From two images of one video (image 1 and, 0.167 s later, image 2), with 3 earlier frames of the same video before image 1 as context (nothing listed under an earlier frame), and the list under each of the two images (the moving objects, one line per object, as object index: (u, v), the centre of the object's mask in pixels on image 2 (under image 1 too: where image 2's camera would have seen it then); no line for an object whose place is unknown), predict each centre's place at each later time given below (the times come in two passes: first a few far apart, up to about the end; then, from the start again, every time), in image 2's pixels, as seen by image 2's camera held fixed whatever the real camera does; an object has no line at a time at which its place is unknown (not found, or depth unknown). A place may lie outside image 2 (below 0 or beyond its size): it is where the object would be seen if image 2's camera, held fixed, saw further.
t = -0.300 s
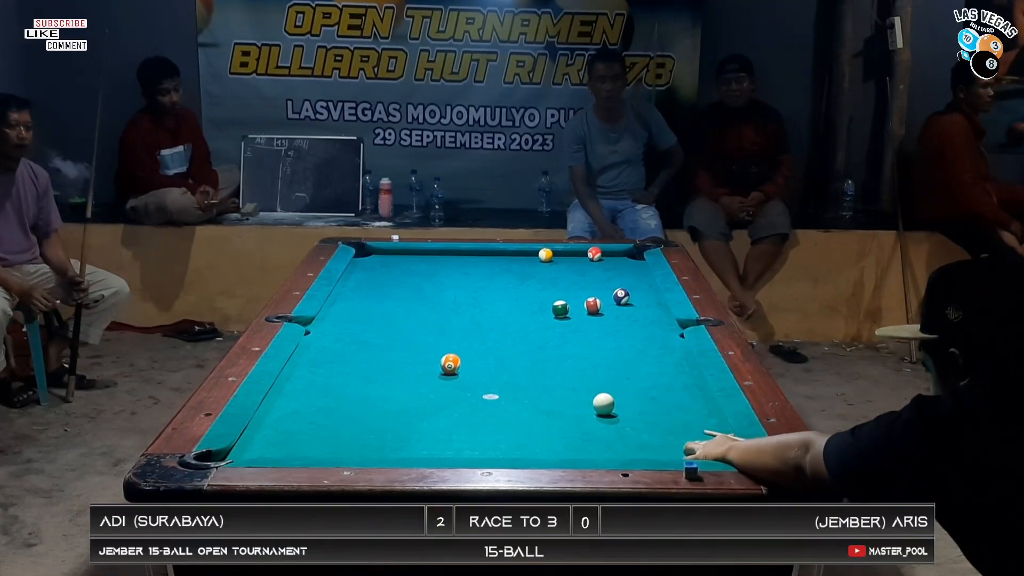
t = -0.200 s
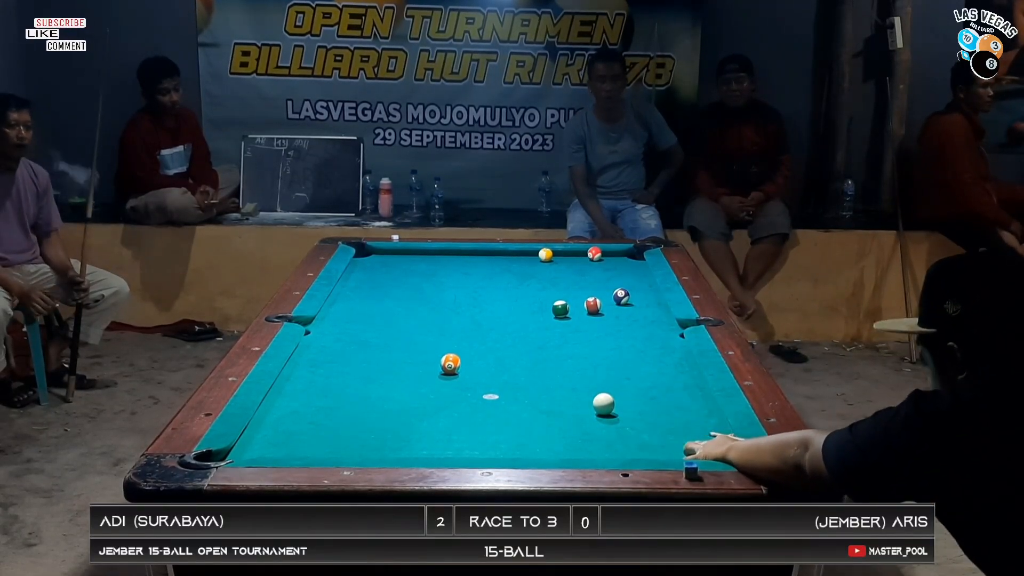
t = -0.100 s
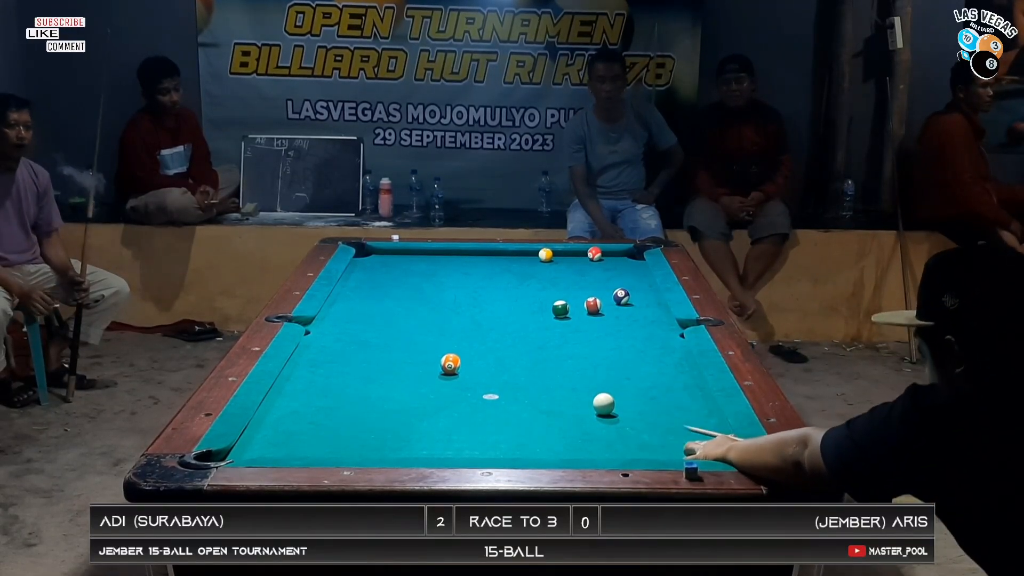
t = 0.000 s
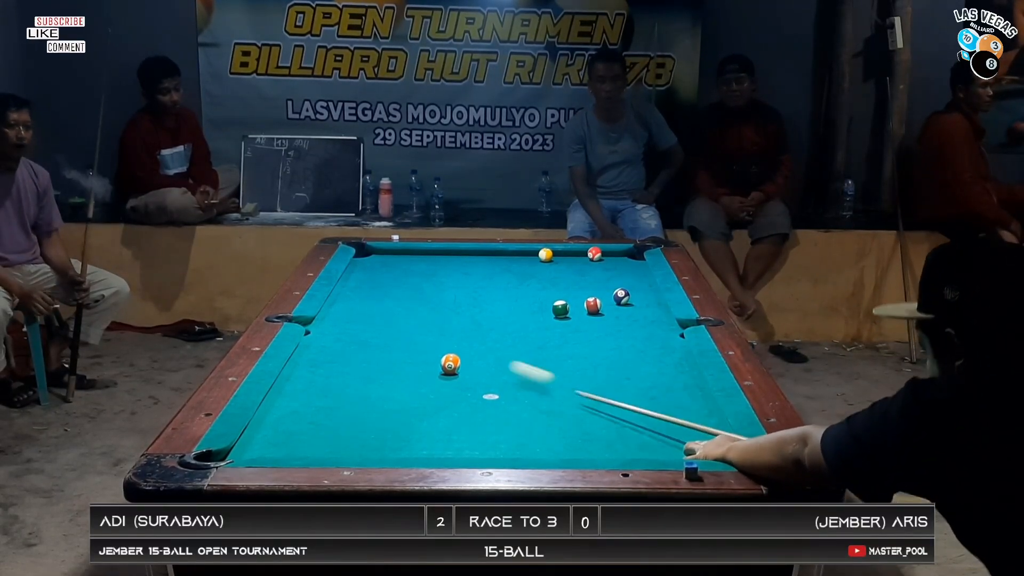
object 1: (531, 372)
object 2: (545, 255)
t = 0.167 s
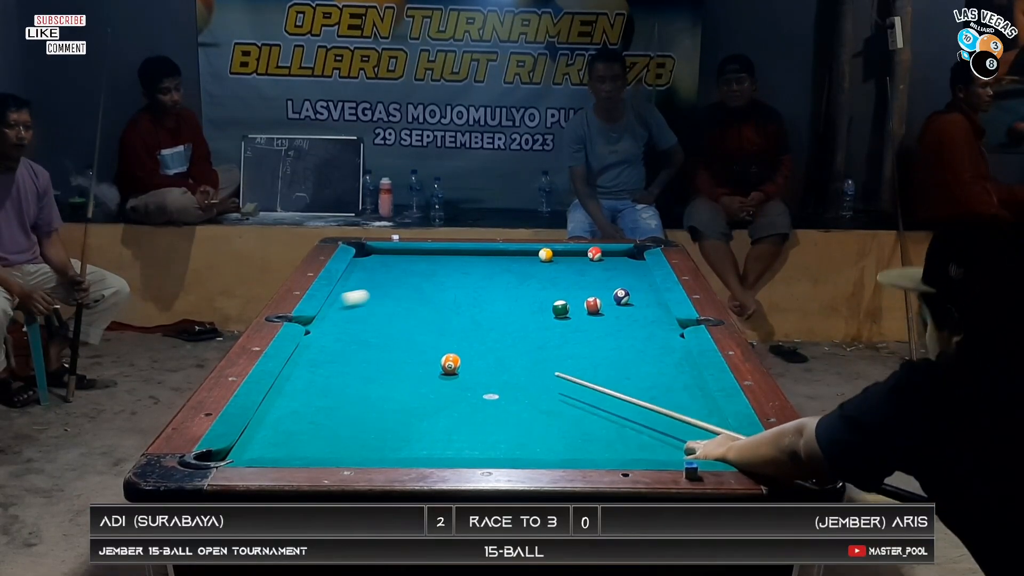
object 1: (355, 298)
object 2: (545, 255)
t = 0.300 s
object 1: (465, 274)
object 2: (545, 255)
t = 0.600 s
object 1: (626, 258)
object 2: (539, 259)
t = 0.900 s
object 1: (533, 269)
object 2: (529, 277)
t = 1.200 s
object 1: (436, 286)
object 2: (519, 295)
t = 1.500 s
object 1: (334, 301)
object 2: (508, 315)
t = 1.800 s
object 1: (378, 308)
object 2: (497, 337)
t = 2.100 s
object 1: (420, 314)
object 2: (485, 361)
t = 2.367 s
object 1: (455, 319)
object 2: (473, 384)
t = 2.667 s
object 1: (492, 325)
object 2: (459, 411)
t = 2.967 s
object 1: (526, 331)
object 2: (446, 440)
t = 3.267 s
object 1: (557, 336)
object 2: (434, 448)
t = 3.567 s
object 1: (585, 340)
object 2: (430, 432)
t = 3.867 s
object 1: (609, 344)
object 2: (427, 417)
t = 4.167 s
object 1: (630, 348)
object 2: (423, 406)
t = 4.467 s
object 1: (646, 350)
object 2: (420, 396)
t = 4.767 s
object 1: (658, 352)
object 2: (417, 388)
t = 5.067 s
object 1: (666, 353)
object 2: (415, 383)
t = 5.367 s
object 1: (669, 354)
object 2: (414, 380)
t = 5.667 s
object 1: (670, 354)
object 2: (415, 378)
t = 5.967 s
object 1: (670, 354)
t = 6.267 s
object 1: (670, 354)
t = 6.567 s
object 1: (670, 354)
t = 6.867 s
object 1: (670, 354)
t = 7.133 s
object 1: (670, 354)
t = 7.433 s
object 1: (670, 354)
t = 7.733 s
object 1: (670, 354)
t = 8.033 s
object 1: (670, 354)
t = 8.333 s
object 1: (670, 354)
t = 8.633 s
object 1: (670, 354)
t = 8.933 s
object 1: (670, 354)
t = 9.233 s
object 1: (670, 354)
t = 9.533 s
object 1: (670, 354)
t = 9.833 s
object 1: (670, 354)
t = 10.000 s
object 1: (670, 354)
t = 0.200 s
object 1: (386, 291)
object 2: (545, 255)
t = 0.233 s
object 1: (414, 285)
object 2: (545, 255)
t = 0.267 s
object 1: (441, 280)
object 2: (545, 255)
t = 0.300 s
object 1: (465, 274)
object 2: (545, 255)
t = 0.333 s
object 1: (488, 269)
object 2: (545, 255)
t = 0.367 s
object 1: (509, 265)
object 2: (545, 255)
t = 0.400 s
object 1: (529, 261)
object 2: (546, 255)
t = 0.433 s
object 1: (552, 257)
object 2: (543, 252)
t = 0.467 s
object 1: (572, 257)
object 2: (543, 252)
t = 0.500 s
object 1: (594, 256)
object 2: (542, 254)
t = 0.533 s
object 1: (616, 257)
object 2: (541, 255)
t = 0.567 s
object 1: (635, 257)
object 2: (540, 257)
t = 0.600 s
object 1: (626, 258)
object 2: (539, 259)
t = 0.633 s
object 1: (614, 260)
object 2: (538, 261)
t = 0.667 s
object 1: (602, 262)
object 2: (537, 263)
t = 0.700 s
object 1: (592, 263)
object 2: (536, 265)
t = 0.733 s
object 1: (582, 265)
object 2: (534, 267)
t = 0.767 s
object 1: (572, 266)
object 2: (534, 269)
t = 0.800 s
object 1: (562, 268)
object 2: (532, 271)
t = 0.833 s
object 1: (552, 269)
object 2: (531, 273)
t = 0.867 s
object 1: (543, 270)
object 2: (530, 274)
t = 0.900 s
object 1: (533, 269)
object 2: (529, 277)
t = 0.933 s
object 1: (520, 272)
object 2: (528, 279)
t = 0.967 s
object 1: (511, 275)
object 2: (527, 281)
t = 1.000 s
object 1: (501, 277)
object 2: (526, 283)
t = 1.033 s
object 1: (490, 278)
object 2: (525, 285)
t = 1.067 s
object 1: (480, 280)
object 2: (524, 287)
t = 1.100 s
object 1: (469, 281)
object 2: (523, 289)
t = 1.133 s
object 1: (458, 283)
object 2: (521, 291)
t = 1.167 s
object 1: (447, 285)
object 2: (520, 293)
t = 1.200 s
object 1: (436, 286)
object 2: (519, 295)
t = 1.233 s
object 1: (425, 288)
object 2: (518, 297)
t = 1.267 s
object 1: (414, 289)
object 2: (517, 300)
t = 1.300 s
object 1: (403, 291)
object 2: (516, 301)
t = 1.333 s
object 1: (391, 293)
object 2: (514, 304)
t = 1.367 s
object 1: (380, 294)
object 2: (513, 306)
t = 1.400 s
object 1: (368, 296)
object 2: (512, 308)
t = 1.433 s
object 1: (357, 298)
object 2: (511, 311)
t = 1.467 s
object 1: (345, 299)
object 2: (509, 313)
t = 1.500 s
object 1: (334, 301)
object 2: (508, 315)
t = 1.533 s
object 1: (339, 302)
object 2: (507, 317)
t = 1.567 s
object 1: (344, 302)
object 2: (506, 320)
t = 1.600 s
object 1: (349, 303)
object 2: (504, 322)
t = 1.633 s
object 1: (354, 304)
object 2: (503, 325)
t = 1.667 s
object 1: (359, 305)
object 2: (502, 327)
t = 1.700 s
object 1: (364, 305)
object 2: (501, 329)
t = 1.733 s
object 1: (368, 306)
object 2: (499, 332)
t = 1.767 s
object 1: (373, 307)
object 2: (498, 334)
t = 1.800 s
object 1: (378, 308)
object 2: (497, 337)
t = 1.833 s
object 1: (383, 308)
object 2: (496, 340)
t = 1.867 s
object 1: (387, 309)
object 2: (494, 342)
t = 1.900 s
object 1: (392, 310)
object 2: (493, 345)
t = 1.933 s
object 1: (397, 310)
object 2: (491, 347)
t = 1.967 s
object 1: (401, 311)
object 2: (490, 350)
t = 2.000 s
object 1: (406, 312)
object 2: (489, 352)
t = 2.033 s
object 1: (411, 313)
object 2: (487, 355)
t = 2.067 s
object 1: (415, 313)
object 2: (486, 358)
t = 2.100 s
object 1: (420, 314)
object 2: (485, 361)
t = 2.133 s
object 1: (424, 314)
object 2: (483, 363)
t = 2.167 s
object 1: (429, 315)
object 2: (482, 366)
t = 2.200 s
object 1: (433, 316)
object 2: (480, 369)
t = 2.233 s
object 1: (438, 317)
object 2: (479, 372)
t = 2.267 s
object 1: (442, 317)
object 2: (478, 374)
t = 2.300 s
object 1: (447, 318)
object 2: (476, 378)
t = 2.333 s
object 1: (451, 319)
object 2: (475, 381)
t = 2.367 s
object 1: (455, 319)
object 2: (473, 384)
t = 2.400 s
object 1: (459, 320)
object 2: (472, 386)
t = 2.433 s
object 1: (464, 321)
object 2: (470, 389)
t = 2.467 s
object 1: (468, 321)
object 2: (469, 392)
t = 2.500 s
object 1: (472, 322)
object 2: (467, 396)
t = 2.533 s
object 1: (476, 323)
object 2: (466, 398)
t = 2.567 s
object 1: (480, 323)
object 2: (464, 401)
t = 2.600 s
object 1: (484, 324)
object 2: (463, 404)
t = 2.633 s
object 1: (488, 325)
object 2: (461, 407)
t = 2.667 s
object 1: (492, 325)
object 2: (459, 411)
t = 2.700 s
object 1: (496, 326)
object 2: (458, 414)
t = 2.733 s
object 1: (500, 327)
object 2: (457, 417)
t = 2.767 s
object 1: (504, 327)
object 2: (455, 420)
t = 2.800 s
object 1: (507, 328)
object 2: (453, 423)
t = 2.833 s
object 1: (511, 329)
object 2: (452, 427)
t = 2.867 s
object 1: (515, 329)
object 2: (450, 430)
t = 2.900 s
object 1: (519, 330)
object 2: (449, 433)
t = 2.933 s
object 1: (522, 330)
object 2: (447, 436)
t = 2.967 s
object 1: (526, 331)
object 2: (446, 440)
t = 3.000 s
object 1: (530, 331)
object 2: (444, 443)
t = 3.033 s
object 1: (533, 332)
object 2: (442, 446)
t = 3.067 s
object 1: (537, 332)
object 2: (441, 447)
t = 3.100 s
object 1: (540, 333)
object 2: (439, 449)
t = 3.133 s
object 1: (544, 334)
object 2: (437, 451)
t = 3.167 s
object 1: (547, 334)
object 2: (436, 451)
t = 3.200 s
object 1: (551, 335)
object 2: (435, 450)
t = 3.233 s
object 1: (554, 335)
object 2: (435, 449)
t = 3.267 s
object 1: (557, 336)
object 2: (434, 448)
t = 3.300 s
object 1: (560, 336)
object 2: (434, 447)
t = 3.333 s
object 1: (564, 337)
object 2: (433, 446)
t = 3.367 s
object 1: (567, 337)
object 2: (433, 444)
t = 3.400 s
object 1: (570, 338)
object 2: (432, 442)
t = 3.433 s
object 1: (573, 339)
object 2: (432, 440)
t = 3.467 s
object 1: (576, 339)
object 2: (431, 438)
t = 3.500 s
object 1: (579, 339)
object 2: (431, 436)
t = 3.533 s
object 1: (582, 340)
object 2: (430, 434)
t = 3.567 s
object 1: (585, 340)
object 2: (430, 432)
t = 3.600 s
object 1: (588, 341)
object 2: (430, 430)
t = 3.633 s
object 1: (591, 341)
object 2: (429, 429)
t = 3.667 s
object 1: (594, 342)
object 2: (429, 427)
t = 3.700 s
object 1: (596, 342)
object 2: (429, 425)
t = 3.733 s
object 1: (599, 343)
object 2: (428, 424)
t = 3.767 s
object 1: (602, 343)
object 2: (428, 422)
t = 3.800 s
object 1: (604, 344)
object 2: (428, 421)
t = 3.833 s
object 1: (607, 344)
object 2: (427, 419)
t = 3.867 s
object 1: (609, 344)
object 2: (427, 417)
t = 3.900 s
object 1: (612, 345)
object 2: (427, 416)
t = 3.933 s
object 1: (614, 345)
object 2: (426, 414)
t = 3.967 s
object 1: (616, 346)
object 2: (426, 413)
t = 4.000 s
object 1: (618, 346)
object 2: (425, 412)
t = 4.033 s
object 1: (621, 346)
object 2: (425, 410)
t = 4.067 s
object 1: (623, 347)
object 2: (425, 409)
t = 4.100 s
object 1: (625, 347)
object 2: (424, 408)
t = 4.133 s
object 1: (627, 347)
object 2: (424, 406)
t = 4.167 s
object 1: (630, 348)
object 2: (423, 406)
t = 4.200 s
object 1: (632, 348)
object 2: (423, 404)
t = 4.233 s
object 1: (634, 348)
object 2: (423, 403)
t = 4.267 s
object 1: (635, 349)
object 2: (423, 402)
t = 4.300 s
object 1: (637, 349)
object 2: (422, 401)
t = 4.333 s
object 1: (639, 349)
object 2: (422, 400)
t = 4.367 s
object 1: (641, 349)
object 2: (421, 399)
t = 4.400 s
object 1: (642, 350)
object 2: (421, 398)
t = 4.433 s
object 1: (644, 350)
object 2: (421, 397)
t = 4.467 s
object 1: (646, 350)
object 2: (420, 396)
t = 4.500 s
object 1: (647, 351)
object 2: (420, 395)
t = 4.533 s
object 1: (649, 351)
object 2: (420, 394)
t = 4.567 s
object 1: (650, 351)
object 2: (419, 393)
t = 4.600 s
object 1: (651, 351)
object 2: (419, 392)
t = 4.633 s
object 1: (653, 352)
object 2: (419, 392)
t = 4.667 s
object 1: (654, 352)
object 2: (418, 391)
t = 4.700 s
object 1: (655, 352)
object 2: (418, 390)
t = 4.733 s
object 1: (657, 352)
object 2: (418, 389)
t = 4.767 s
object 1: (658, 352)
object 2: (417, 388)
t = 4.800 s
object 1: (659, 353)
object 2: (417, 388)
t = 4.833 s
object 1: (660, 353)
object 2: (417, 387)
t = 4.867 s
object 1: (661, 353)
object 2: (416, 387)
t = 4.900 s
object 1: (662, 353)
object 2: (416, 386)
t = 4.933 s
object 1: (663, 353)
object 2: (416, 386)
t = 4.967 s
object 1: (664, 353)
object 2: (416, 385)
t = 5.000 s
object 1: (665, 353)
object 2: (416, 384)
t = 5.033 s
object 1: (665, 353)
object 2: (416, 384)
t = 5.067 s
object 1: (666, 353)
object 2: (415, 383)
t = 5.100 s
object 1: (667, 354)
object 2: (415, 383)
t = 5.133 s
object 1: (667, 354)
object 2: (415, 383)
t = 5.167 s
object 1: (668, 354)
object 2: (415, 382)
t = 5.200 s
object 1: (668, 354)
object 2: (415, 381)
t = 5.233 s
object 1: (669, 354)
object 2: (415, 381)
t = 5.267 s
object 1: (669, 354)
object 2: (415, 381)
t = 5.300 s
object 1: (669, 354)
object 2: (415, 380)
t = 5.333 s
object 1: (669, 354)
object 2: (414, 380)
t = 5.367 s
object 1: (669, 354)
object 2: (414, 380)
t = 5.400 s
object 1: (669, 354)
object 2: (414, 379)
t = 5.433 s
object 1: (670, 354)
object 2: (414, 379)
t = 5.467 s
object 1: (670, 354)
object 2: (414, 379)
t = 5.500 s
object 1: (670, 354)
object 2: (414, 379)
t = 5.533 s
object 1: (670, 354)
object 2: (414, 378)
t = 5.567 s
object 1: (670, 354)
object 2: (415, 378)
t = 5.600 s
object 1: (670, 354)
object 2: (414, 378)
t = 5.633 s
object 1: (670, 354)
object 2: (415, 378)
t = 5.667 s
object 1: (670, 354)
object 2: (415, 378)
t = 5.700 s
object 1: (670, 354)
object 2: (415, 378)
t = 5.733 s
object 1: (670, 354)
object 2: (415, 378)
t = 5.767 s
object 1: (670, 354)
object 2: (415, 378)
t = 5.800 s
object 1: (670, 354)
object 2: (415, 378)
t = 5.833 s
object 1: (670, 354)
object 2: (415, 378)
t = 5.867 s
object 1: (670, 354)
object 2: (415, 378)
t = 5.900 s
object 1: (670, 354)
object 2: (415, 378)
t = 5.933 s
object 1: (670, 354)
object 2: (415, 378)
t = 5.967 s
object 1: (670, 354)
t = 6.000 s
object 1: (670, 354)
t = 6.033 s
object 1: (670, 354)
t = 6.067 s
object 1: (670, 354)
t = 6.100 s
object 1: (670, 354)
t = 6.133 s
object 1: (670, 354)
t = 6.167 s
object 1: (670, 354)
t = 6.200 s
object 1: (670, 354)
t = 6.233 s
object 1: (670, 354)
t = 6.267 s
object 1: (670, 354)
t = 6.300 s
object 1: (670, 354)
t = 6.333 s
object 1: (670, 354)
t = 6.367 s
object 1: (670, 354)
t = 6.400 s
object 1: (670, 354)
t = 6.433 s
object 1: (670, 354)
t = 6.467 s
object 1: (670, 354)
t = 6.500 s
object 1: (670, 354)
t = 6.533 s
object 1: (670, 354)
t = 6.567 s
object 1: (670, 354)
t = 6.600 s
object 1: (670, 354)
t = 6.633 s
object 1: (670, 354)
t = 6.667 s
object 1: (670, 354)
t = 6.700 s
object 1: (670, 354)
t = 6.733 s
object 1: (670, 354)
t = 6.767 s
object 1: (670, 354)
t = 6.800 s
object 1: (670, 354)
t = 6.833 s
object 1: (670, 354)
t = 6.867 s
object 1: (670, 354)
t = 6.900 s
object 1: (670, 354)
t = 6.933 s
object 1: (670, 354)
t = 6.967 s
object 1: (670, 354)
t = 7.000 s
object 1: (670, 354)
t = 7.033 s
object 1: (670, 354)
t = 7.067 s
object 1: (670, 354)
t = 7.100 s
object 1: (670, 354)
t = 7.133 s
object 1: (670, 354)
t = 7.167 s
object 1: (670, 354)
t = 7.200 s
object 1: (670, 354)
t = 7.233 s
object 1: (670, 354)
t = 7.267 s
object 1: (670, 354)
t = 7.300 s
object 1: (670, 354)
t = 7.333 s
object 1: (670, 354)
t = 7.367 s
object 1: (670, 354)
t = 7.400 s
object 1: (670, 354)
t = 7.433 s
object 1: (670, 354)
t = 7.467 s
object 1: (670, 354)
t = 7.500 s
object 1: (670, 354)
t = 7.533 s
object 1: (670, 354)
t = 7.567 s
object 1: (670, 354)
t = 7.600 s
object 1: (670, 354)
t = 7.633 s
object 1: (670, 354)
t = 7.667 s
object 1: (670, 354)
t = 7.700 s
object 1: (670, 354)
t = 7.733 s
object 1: (670, 354)
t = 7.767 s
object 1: (670, 354)
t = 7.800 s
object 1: (670, 354)
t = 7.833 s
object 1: (670, 354)
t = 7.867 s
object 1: (670, 354)
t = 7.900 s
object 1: (670, 354)
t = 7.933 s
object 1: (670, 354)
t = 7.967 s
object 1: (670, 354)
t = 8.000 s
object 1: (670, 354)
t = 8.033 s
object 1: (670, 354)
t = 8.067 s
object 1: (670, 354)
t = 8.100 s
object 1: (670, 354)
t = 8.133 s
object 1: (670, 354)
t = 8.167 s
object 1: (670, 354)
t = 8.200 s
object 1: (670, 354)
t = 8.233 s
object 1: (670, 354)
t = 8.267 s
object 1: (670, 354)
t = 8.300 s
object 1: (670, 354)
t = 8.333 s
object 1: (670, 354)
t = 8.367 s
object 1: (670, 354)
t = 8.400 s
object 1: (670, 354)
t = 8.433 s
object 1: (670, 354)
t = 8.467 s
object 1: (670, 354)
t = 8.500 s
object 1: (670, 354)
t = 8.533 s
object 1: (670, 354)
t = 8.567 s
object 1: (670, 354)
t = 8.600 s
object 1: (670, 354)
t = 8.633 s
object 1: (670, 354)
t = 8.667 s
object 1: (670, 354)
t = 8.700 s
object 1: (670, 354)
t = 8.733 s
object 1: (670, 354)
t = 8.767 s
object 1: (670, 354)
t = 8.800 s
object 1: (670, 354)
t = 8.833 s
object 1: (670, 354)
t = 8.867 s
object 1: (670, 354)
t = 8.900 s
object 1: (670, 354)
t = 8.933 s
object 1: (670, 354)
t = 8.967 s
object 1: (670, 354)
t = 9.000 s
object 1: (670, 354)
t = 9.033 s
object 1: (670, 354)
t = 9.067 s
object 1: (670, 354)
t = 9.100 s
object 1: (670, 354)
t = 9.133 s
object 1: (670, 354)
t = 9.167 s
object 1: (670, 354)
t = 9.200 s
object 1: (670, 354)
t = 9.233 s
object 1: (670, 354)
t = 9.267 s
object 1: (670, 354)
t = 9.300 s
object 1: (670, 354)
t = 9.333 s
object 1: (670, 354)
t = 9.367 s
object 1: (670, 354)
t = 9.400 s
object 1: (670, 354)
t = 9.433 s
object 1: (670, 354)
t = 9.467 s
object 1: (670, 354)
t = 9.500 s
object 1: (670, 354)
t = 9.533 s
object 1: (670, 354)
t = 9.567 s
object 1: (670, 354)
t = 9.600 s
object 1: (670, 354)
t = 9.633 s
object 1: (670, 354)
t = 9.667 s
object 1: (670, 354)
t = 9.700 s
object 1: (670, 354)
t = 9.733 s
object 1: (670, 354)
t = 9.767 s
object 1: (670, 354)
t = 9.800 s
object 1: (670, 354)
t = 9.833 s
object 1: (670, 354)
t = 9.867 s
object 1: (670, 354)
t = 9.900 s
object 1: (670, 354)
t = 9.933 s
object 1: (670, 354)
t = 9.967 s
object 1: (670, 354)
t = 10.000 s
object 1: (670, 354)
